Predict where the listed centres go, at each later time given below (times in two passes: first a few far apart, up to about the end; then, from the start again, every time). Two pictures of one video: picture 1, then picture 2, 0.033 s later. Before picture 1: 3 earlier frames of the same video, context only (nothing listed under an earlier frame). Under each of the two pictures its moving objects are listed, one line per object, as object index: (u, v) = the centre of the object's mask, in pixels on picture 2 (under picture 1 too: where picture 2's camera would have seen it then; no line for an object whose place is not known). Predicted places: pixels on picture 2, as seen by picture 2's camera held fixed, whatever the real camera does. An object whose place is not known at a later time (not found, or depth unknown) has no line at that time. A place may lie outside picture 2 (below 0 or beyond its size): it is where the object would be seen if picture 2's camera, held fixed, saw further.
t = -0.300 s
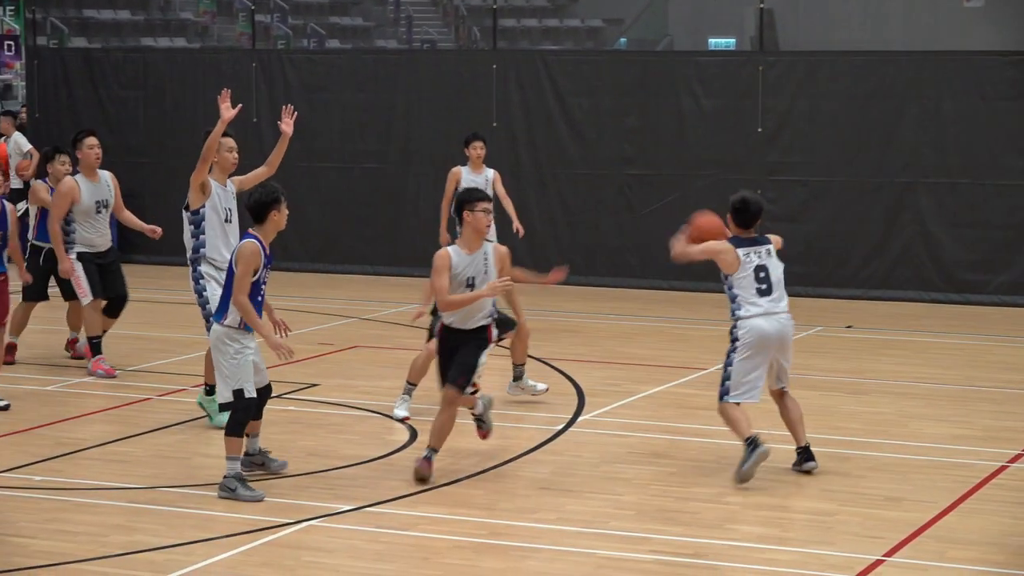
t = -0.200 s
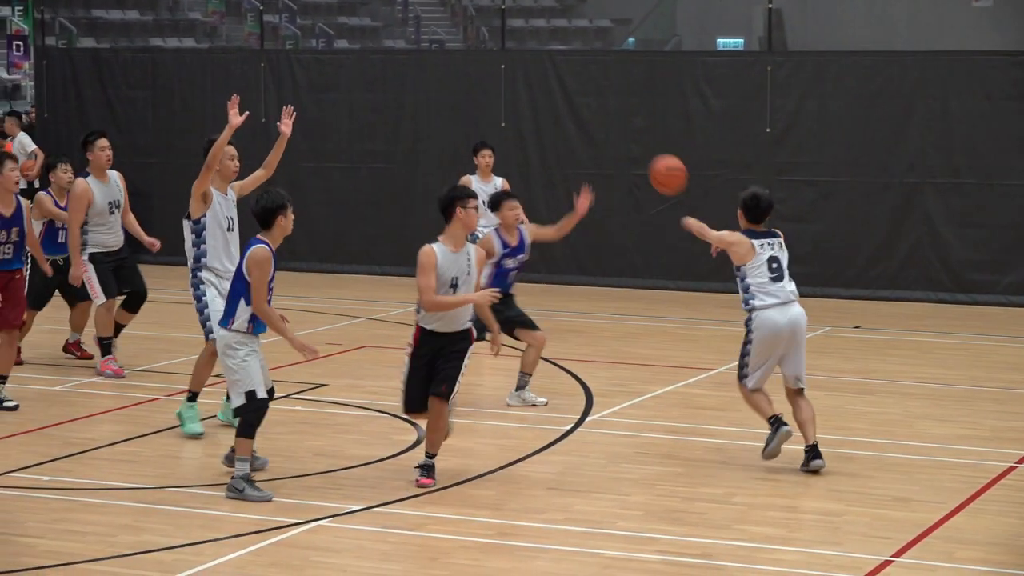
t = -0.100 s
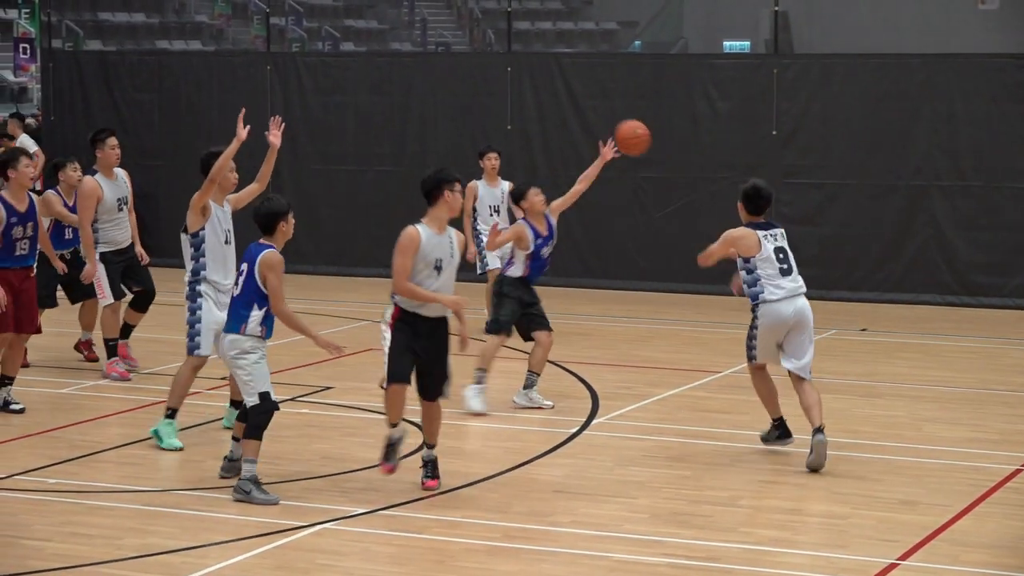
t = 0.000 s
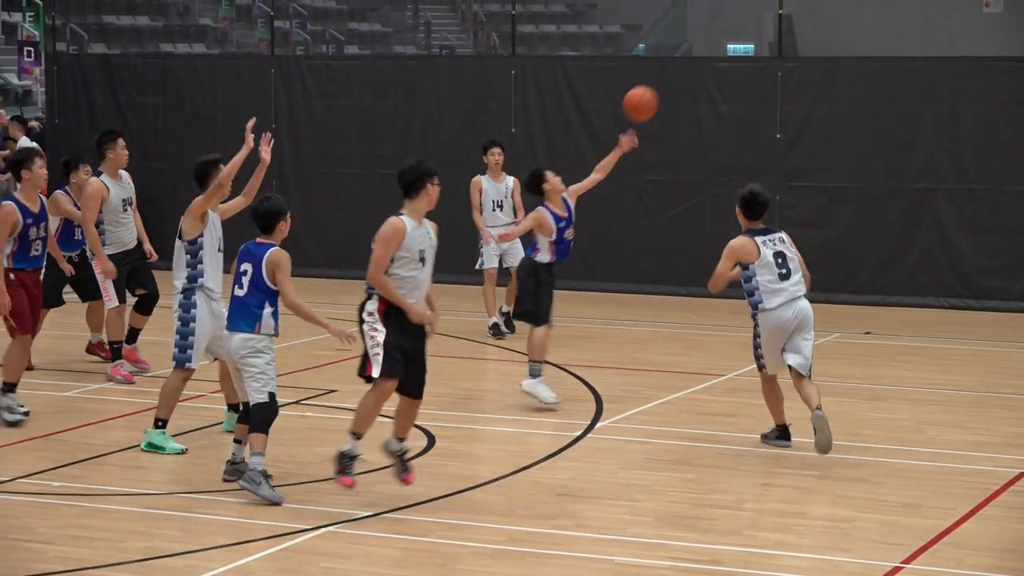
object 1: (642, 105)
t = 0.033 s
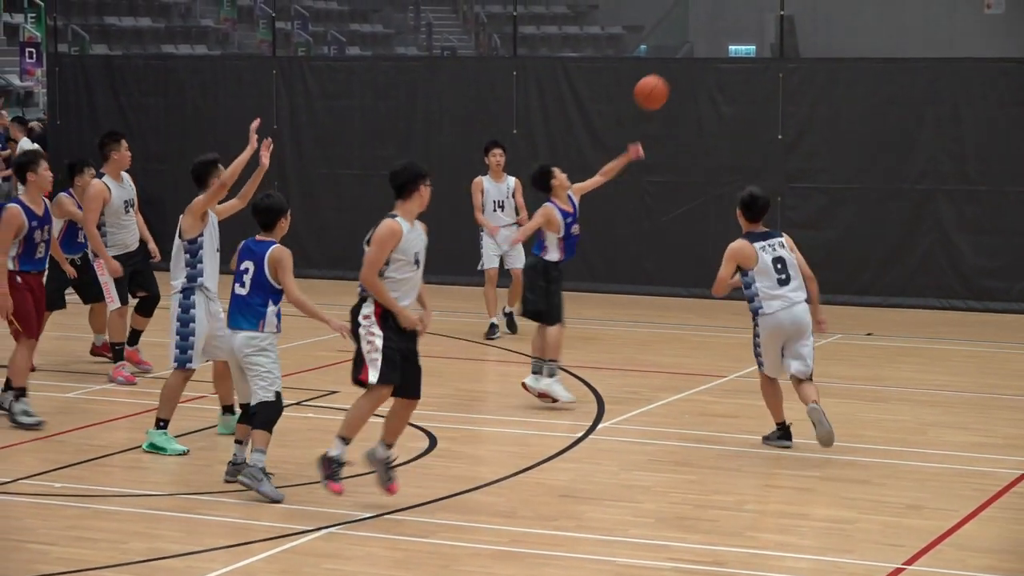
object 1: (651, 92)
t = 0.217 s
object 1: (699, 53)
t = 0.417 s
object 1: (746, 64)
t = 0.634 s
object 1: (790, 127)
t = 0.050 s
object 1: (656, 87)
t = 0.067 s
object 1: (660, 81)
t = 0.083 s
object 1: (665, 76)
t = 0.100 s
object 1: (669, 72)
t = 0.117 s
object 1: (674, 68)
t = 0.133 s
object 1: (678, 65)
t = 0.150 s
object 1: (682, 62)
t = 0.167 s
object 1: (686, 59)
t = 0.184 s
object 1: (691, 57)
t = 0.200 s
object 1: (695, 55)
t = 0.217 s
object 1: (699, 53)
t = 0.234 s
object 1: (703, 52)
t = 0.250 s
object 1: (707, 52)
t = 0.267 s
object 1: (711, 51)
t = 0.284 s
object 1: (715, 51)
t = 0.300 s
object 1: (718, 51)
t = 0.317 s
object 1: (723, 52)
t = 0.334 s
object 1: (727, 53)
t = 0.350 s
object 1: (731, 54)
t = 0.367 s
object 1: (734, 56)
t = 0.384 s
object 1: (738, 58)
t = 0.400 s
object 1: (742, 61)
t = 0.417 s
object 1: (746, 64)
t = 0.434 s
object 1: (750, 67)
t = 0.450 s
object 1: (753, 70)
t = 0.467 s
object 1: (756, 73)
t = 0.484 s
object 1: (760, 77)
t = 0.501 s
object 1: (763, 81)
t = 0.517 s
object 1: (767, 86)
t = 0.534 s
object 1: (770, 91)
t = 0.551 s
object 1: (774, 96)
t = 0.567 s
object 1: (777, 102)
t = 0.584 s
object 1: (781, 108)
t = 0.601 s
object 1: (784, 114)
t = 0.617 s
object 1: (787, 120)
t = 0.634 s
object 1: (790, 127)
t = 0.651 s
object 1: (794, 134)
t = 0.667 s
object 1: (797, 141)
